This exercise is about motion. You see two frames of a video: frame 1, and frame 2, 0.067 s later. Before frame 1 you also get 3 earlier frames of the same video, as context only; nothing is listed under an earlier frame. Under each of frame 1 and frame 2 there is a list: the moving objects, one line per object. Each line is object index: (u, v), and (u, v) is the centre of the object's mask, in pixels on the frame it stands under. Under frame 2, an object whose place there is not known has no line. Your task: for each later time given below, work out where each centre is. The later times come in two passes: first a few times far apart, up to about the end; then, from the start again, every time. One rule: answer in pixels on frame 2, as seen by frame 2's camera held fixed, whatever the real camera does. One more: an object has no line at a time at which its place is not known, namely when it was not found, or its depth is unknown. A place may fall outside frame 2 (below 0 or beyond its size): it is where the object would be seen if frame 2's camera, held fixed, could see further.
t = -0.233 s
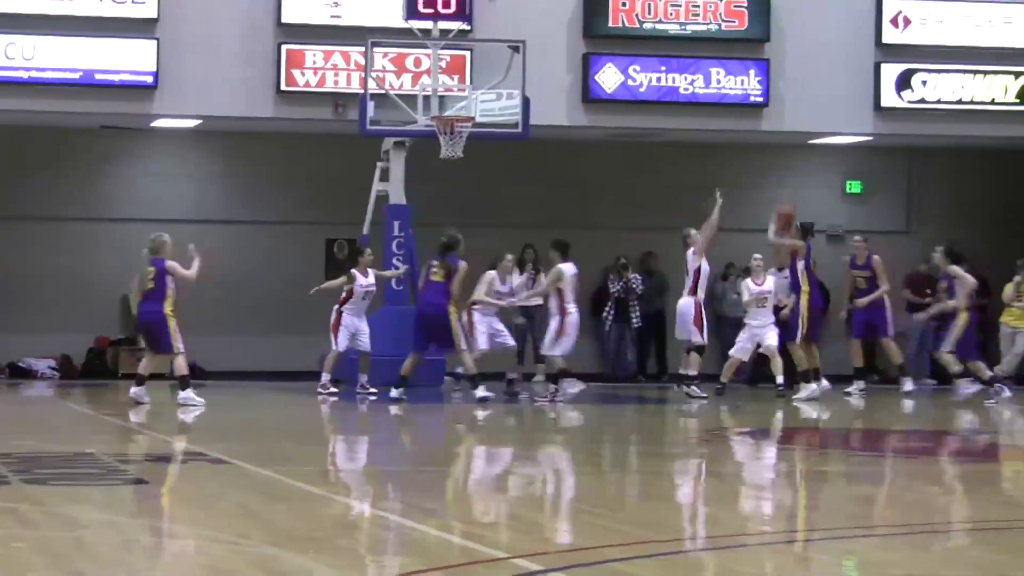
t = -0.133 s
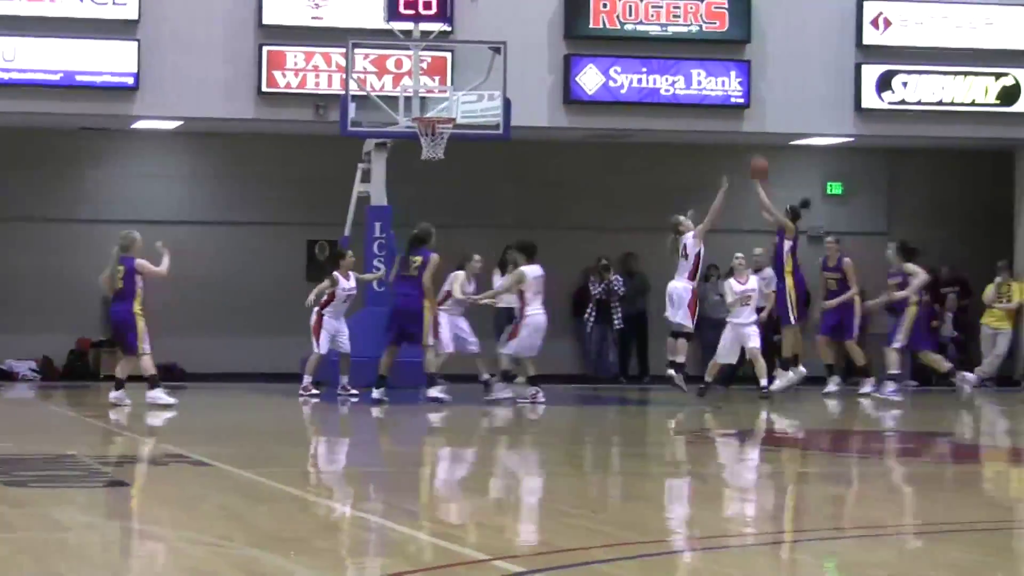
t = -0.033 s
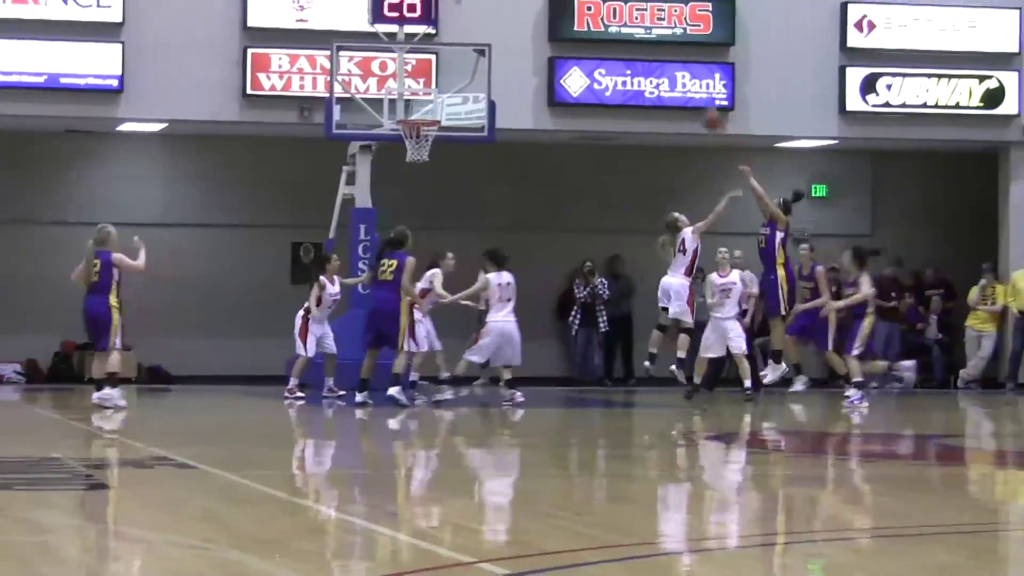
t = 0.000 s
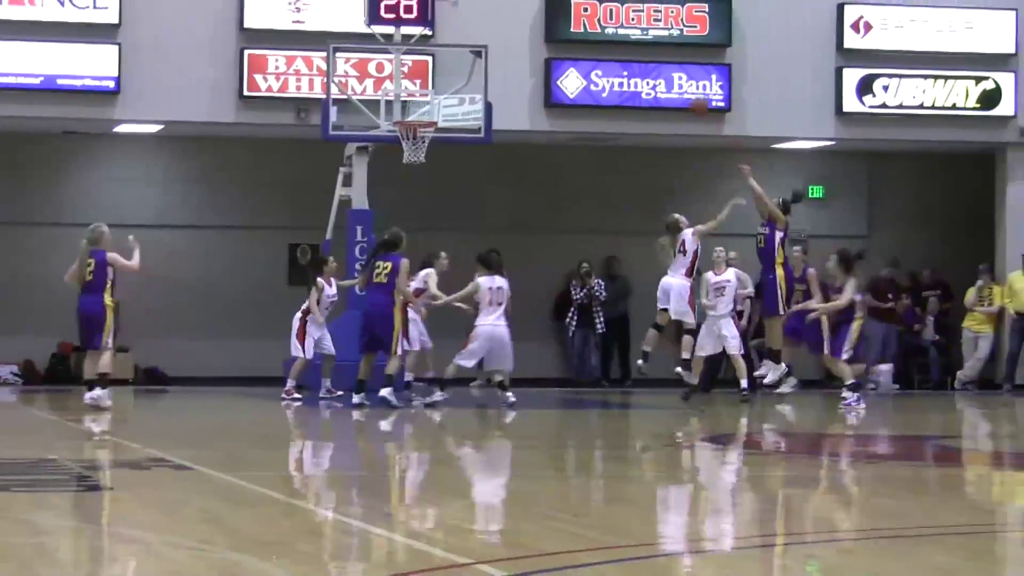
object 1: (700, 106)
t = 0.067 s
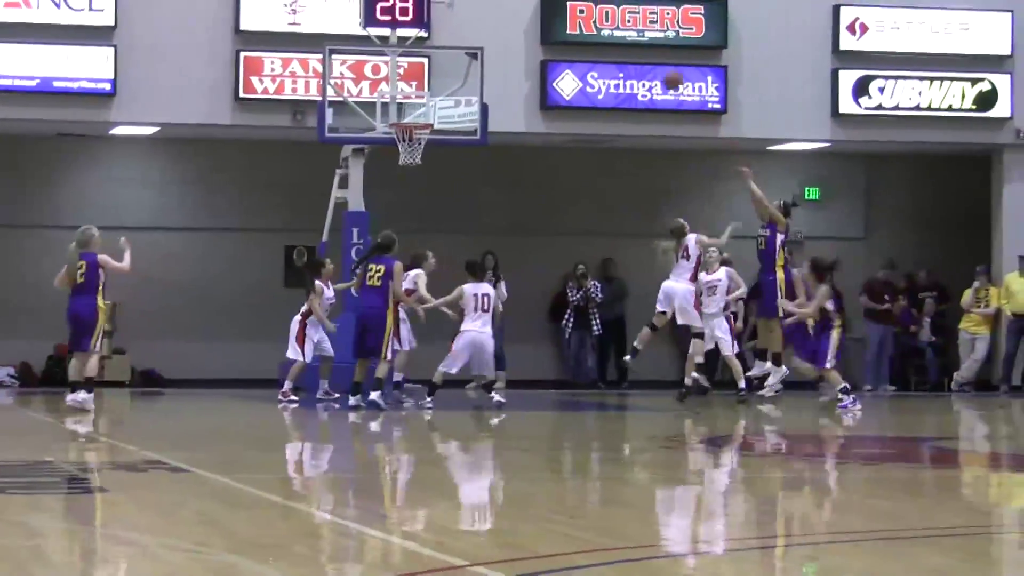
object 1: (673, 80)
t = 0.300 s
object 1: (598, 19)
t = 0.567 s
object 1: (517, 10)
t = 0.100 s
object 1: (662, 67)
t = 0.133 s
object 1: (652, 56)
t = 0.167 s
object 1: (641, 48)
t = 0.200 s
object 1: (631, 39)
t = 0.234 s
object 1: (620, 33)
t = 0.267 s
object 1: (608, 25)
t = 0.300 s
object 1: (598, 19)
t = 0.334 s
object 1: (587, 15)
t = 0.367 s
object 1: (577, 11)
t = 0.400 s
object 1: (567, 7)
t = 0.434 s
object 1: (557, 6)
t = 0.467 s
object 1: (548, 5)
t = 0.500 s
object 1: (537, 6)
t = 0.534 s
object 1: (528, 7)
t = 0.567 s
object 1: (517, 10)
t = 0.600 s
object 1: (507, 13)
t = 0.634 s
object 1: (497, 17)
